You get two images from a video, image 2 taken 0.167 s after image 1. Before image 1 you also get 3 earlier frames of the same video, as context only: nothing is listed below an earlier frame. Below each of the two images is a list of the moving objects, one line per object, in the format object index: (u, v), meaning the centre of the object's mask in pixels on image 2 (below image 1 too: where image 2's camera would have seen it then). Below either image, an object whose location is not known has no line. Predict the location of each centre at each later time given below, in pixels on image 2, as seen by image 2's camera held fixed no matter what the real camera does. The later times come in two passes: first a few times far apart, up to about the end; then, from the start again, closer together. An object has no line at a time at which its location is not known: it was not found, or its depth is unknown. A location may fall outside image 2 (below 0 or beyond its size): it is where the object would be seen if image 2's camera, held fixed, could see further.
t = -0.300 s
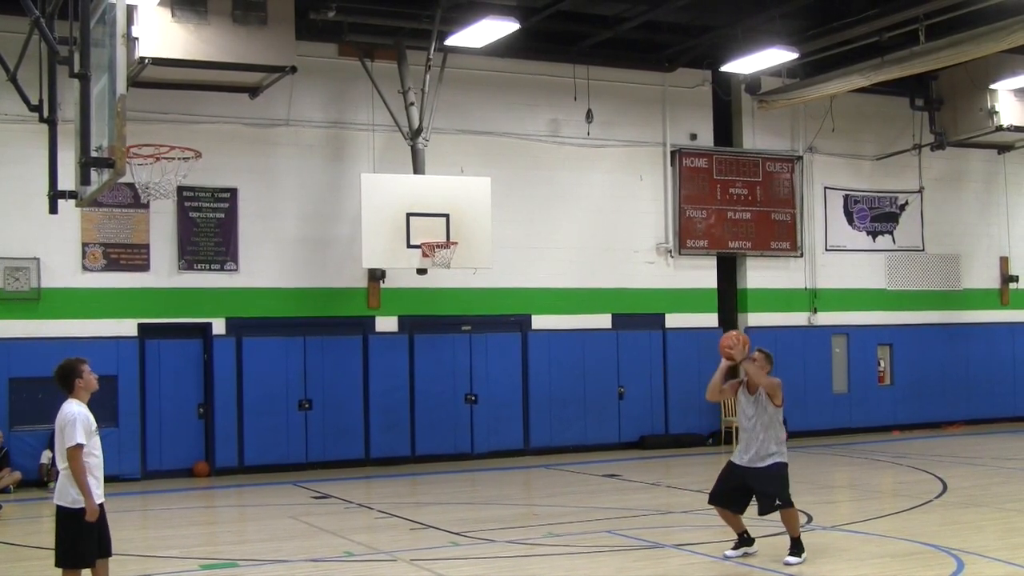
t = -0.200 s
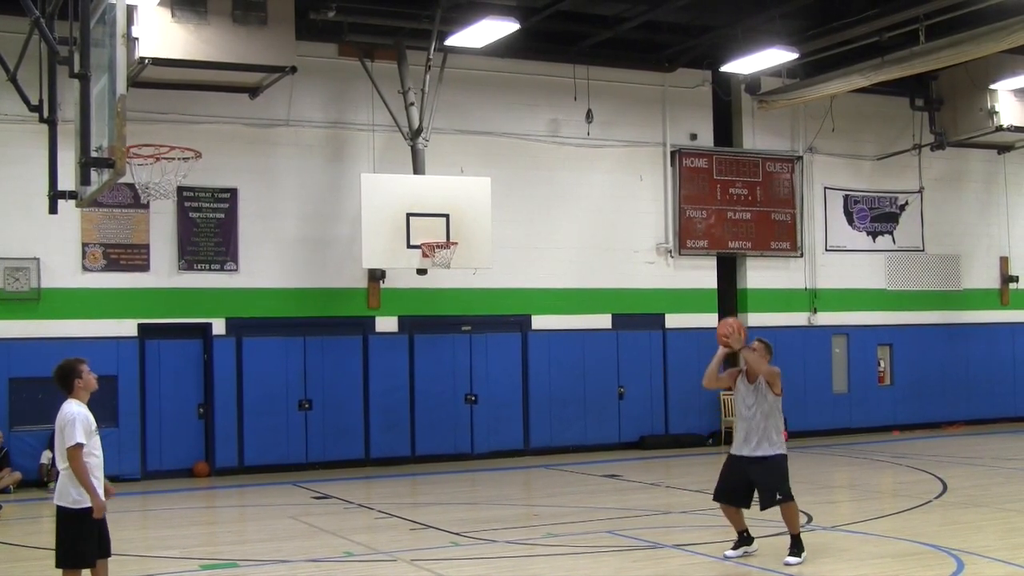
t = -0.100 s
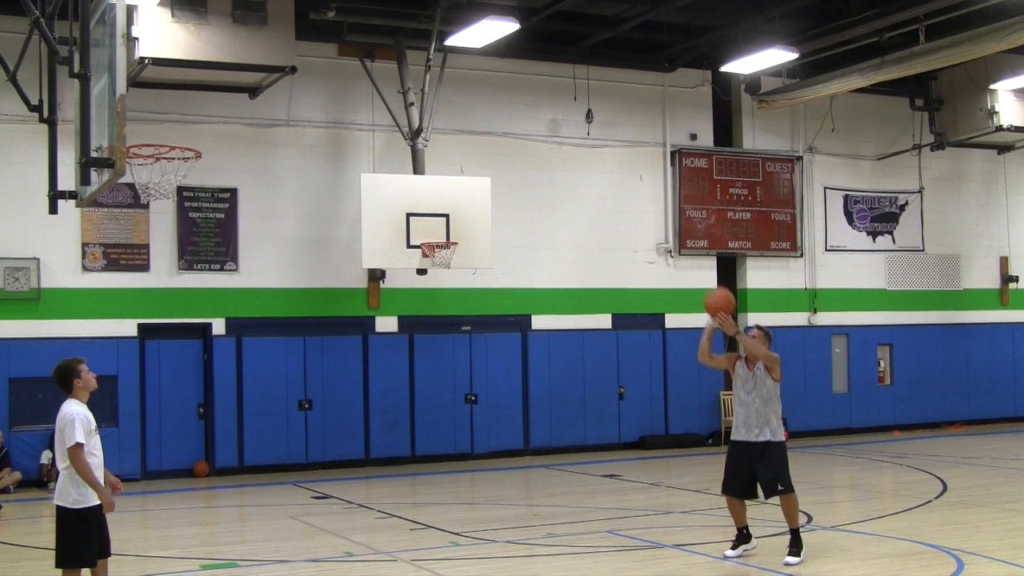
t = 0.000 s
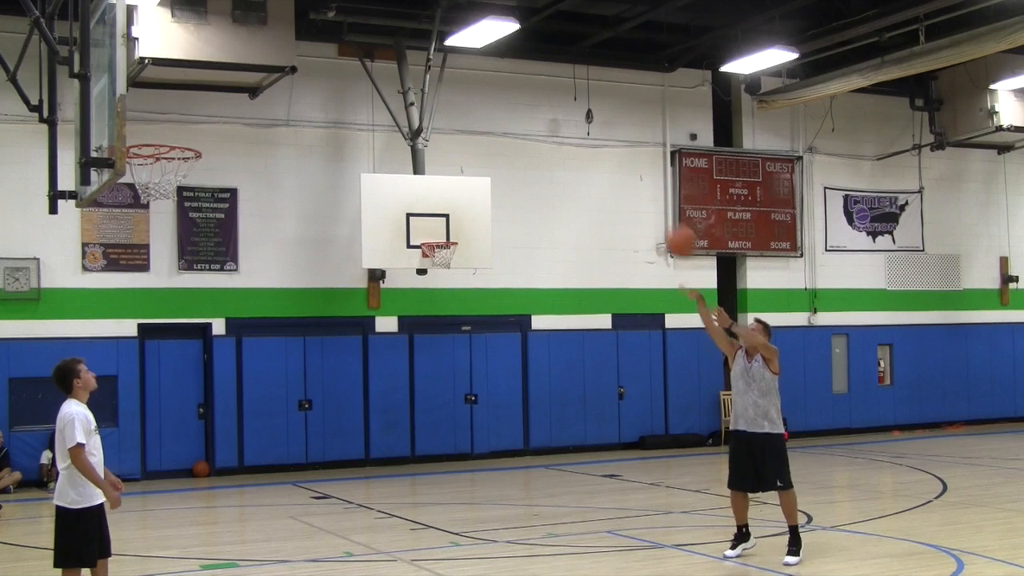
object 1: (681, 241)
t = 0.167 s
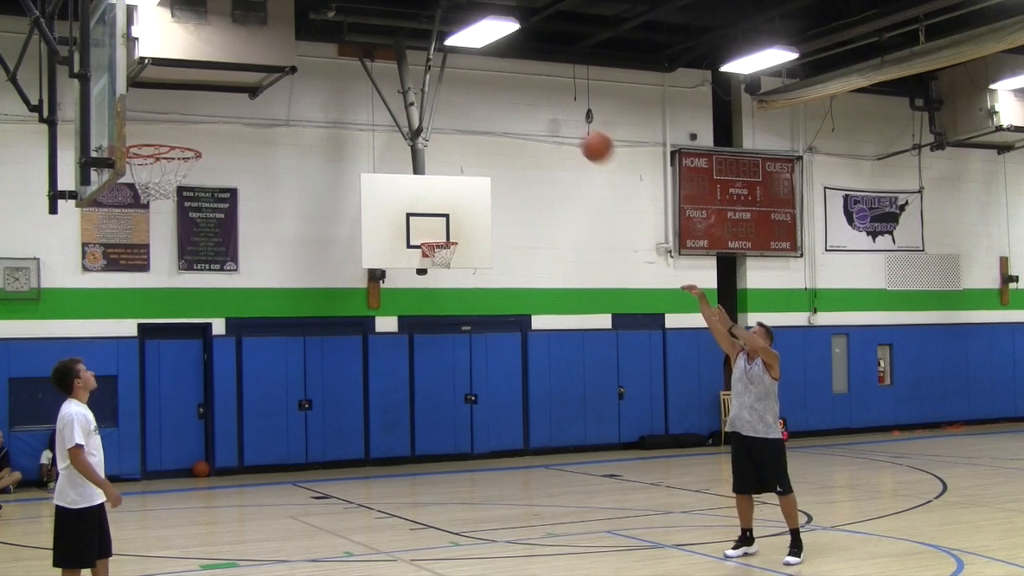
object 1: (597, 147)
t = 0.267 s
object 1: (544, 104)
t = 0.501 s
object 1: (417, 52)
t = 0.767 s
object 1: (263, 82)
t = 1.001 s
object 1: (134, 182)
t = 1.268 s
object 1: (167, 226)
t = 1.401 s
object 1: (186, 290)
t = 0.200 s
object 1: (579, 131)
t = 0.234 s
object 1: (562, 117)
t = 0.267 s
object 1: (544, 104)
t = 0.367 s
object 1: (492, 73)
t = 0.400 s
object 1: (474, 67)
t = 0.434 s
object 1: (455, 61)
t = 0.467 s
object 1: (437, 56)
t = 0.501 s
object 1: (417, 52)
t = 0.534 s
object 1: (399, 50)
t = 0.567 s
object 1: (380, 50)
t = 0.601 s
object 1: (362, 51)
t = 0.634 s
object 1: (343, 54)
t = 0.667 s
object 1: (324, 59)
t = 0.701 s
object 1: (302, 65)
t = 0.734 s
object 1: (284, 73)
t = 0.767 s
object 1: (263, 82)
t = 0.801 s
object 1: (243, 94)
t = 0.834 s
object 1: (222, 106)
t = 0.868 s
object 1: (202, 122)
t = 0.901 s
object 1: (182, 136)
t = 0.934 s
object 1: (157, 158)
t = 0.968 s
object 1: (140, 172)
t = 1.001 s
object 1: (134, 182)
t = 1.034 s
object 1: (135, 187)
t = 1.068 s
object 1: (138, 187)
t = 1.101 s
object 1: (142, 187)
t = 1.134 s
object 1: (148, 190)
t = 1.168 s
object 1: (152, 196)
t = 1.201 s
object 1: (158, 203)
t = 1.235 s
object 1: (162, 214)
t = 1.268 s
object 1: (167, 226)
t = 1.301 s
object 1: (172, 239)
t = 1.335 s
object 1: (176, 254)
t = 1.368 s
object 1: (181, 270)
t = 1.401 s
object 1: (186, 290)
